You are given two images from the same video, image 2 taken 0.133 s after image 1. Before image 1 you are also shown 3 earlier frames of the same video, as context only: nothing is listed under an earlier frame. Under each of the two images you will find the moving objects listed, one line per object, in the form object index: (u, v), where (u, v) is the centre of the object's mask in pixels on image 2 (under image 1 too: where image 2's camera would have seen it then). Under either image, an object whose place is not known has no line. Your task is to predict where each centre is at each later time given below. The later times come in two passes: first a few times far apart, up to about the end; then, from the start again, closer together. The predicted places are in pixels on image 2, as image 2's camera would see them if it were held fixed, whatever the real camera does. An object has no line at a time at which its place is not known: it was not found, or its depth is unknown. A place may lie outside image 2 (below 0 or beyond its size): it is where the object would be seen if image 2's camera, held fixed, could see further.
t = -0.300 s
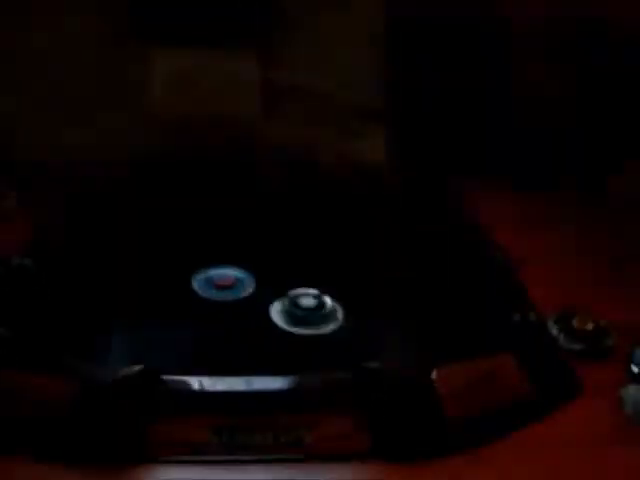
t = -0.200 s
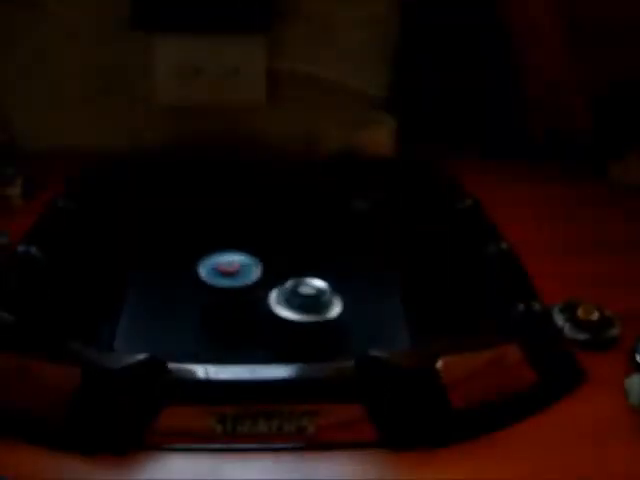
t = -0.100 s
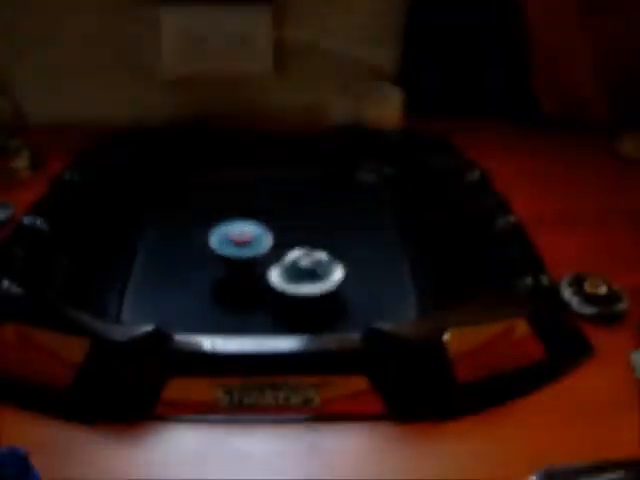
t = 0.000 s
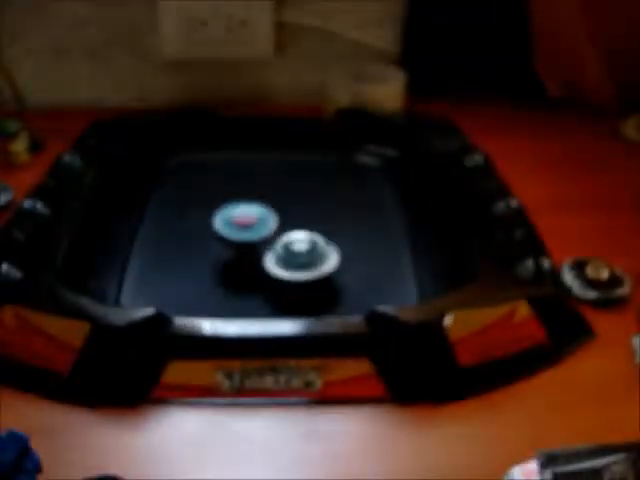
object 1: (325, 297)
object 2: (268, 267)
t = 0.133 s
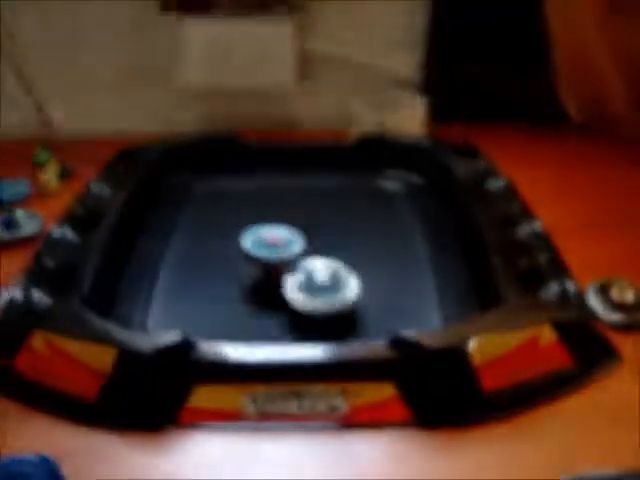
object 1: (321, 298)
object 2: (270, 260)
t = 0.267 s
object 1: (321, 304)
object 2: (272, 249)
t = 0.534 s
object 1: (323, 308)
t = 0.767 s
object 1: (325, 305)
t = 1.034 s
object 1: (320, 293)
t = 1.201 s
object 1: (312, 297)
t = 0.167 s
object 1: (320, 300)
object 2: (269, 256)
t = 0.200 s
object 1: (320, 302)
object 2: (271, 253)
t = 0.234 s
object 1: (322, 302)
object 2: (271, 250)
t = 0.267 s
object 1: (321, 304)
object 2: (272, 249)
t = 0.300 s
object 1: (321, 306)
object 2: (273, 249)
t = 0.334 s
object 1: (322, 307)
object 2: (275, 247)
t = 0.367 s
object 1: (323, 307)
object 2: (277, 246)
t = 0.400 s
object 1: (323, 308)
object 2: (279, 244)
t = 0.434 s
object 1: (322, 308)
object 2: (281, 243)
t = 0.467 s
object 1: (323, 308)
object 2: (283, 242)
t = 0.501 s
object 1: (322, 308)
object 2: (286, 241)
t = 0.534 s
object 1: (323, 308)
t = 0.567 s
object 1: (324, 307)
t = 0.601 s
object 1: (325, 307)
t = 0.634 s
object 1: (325, 308)
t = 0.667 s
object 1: (325, 307)
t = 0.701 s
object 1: (326, 307)
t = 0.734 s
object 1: (325, 306)
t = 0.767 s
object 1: (325, 305)
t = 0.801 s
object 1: (326, 304)
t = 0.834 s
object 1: (326, 303)
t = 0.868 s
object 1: (325, 301)
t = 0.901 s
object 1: (325, 300)
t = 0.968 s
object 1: (322, 297)
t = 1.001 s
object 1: (321, 294)
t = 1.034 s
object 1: (320, 293)
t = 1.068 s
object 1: (318, 294)
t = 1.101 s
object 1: (315, 298)
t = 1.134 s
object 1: (317, 297)
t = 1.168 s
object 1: (314, 295)
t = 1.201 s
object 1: (312, 297)
